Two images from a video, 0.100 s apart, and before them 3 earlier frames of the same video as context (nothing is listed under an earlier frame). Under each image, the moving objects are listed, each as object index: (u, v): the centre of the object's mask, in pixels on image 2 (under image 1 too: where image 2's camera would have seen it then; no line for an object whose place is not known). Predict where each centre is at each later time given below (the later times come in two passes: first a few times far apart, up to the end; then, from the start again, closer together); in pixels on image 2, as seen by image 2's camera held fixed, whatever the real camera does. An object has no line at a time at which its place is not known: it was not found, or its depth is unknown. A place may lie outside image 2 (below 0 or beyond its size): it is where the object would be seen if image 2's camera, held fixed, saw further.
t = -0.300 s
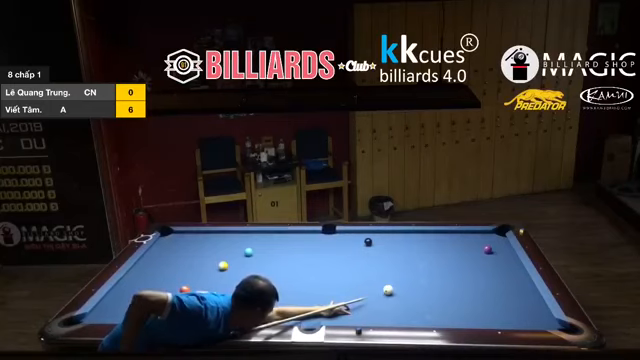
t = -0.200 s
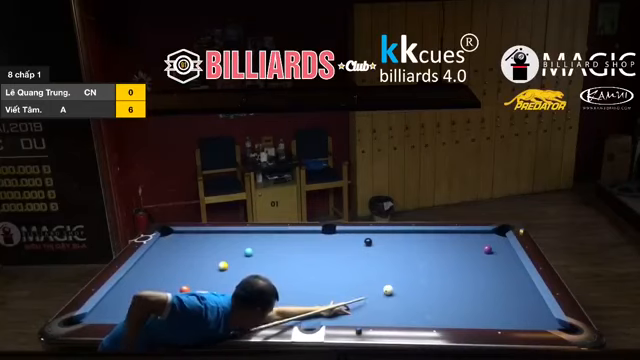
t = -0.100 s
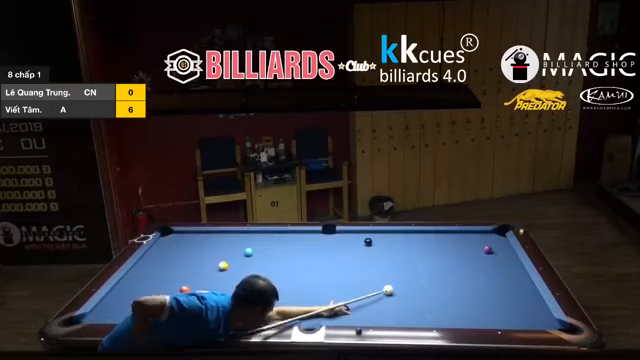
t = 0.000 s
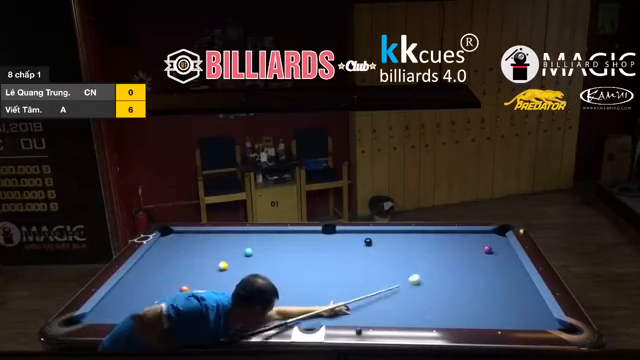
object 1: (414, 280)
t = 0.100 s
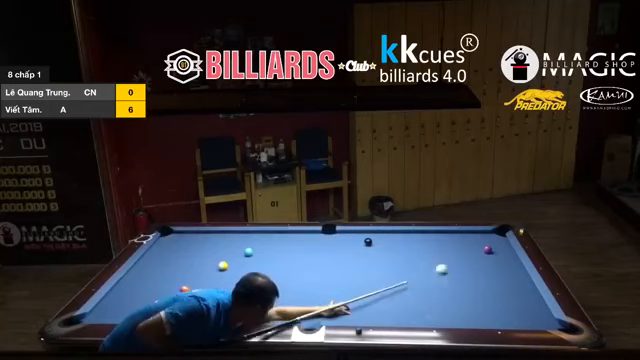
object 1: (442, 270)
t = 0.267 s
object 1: (477, 255)
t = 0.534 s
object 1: (512, 254)
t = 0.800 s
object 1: (494, 256)
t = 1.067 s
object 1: (478, 257)
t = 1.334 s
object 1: (463, 259)
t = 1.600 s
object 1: (449, 260)
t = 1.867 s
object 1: (436, 261)
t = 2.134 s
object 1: (424, 262)
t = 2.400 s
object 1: (412, 263)
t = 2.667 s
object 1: (402, 264)
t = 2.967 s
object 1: (391, 265)
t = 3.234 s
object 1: (382, 266)
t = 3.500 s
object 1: (374, 267)
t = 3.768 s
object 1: (368, 268)
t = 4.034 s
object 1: (362, 269)
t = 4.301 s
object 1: (358, 269)
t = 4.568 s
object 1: (353, 270)
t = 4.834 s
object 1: (351, 270)
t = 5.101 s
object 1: (348, 271)
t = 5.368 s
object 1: (347, 271)
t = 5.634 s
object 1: (346, 271)
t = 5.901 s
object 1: (346, 271)
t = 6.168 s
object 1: (346, 271)
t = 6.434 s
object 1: (346, 271)
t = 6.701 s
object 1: (346, 271)
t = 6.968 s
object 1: (346, 271)
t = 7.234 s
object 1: (346, 271)
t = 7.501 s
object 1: (346, 271)
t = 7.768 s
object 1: (346, 271)
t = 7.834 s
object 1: (346, 271)
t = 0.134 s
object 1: (449, 267)
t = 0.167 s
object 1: (457, 264)
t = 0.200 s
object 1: (464, 261)
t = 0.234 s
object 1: (471, 258)
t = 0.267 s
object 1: (477, 255)
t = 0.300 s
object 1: (483, 253)
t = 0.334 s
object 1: (488, 253)
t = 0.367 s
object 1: (492, 254)
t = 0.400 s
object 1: (496, 254)
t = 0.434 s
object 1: (500, 254)
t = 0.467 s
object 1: (504, 254)
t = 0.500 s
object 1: (509, 254)
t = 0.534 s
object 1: (512, 254)
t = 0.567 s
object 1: (509, 255)
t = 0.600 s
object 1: (506, 255)
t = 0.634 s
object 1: (504, 255)
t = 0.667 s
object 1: (502, 255)
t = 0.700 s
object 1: (500, 256)
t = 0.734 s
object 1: (498, 256)
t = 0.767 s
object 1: (495, 256)
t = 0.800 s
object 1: (494, 256)
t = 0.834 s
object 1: (492, 256)
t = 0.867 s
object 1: (489, 256)
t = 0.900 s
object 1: (487, 256)
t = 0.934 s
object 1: (486, 256)
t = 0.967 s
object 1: (484, 257)
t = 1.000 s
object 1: (482, 257)
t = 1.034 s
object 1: (480, 257)
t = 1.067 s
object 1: (478, 257)
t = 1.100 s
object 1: (476, 257)
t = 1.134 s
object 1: (474, 258)
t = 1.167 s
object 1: (472, 258)
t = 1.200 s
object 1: (470, 258)
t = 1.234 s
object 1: (469, 258)
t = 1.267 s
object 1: (467, 258)
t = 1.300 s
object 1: (465, 259)
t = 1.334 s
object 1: (463, 259)
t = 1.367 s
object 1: (461, 259)
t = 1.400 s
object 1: (459, 259)
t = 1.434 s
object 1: (458, 259)
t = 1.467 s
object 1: (456, 259)
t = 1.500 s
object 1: (454, 260)
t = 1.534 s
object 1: (453, 260)
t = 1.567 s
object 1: (451, 260)
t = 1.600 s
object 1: (449, 260)
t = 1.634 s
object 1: (448, 260)
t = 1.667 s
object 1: (446, 260)
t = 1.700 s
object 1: (444, 260)
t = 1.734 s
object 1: (443, 261)
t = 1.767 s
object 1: (441, 261)
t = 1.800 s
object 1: (440, 261)
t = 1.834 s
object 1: (436, 260)
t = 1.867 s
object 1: (436, 261)
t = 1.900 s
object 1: (434, 261)
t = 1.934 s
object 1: (433, 262)
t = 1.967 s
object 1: (431, 261)
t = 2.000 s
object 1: (430, 262)
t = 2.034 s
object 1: (428, 262)
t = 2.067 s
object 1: (427, 262)
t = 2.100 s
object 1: (425, 262)
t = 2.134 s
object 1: (424, 262)
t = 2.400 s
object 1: (412, 263)
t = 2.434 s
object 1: (411, 264)
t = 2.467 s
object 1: (410, 264)
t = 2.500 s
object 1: (409, 264)
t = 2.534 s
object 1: (407, 264)
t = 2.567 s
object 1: (406, 265)
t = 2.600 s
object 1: (405, 265)
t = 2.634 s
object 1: (403, 265)
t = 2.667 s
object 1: (402, 264)
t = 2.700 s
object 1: (401, 265)
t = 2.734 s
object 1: (400, 265)
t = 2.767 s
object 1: (398, 265)
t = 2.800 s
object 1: (397, 265)
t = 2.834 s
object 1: (396, 265)
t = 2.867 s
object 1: (394, 265)
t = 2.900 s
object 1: (393, 265)
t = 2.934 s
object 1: (392, 266)
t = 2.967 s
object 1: (391, 265)
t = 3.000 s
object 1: (390, 266)
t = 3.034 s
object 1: (389, 266)
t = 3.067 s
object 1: (388, 266)
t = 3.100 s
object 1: (387, 266)
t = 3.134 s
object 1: (386, 266)
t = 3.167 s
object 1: (384, 266)
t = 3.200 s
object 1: (383, 266)
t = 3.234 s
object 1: (382, 266)
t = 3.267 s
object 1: (382, 267)
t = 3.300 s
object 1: (381, 267)
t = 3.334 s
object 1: (380, 267)
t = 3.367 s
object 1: (379, 267)
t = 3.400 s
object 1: (377, 267)
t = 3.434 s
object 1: (377, 267)
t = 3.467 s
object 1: (376, 267)
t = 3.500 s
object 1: (374, 267)
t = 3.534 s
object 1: (374, 268)
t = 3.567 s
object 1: (373, 268)
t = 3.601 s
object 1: (372, 267)
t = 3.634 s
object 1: (371, 268)
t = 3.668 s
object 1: (370, 268)
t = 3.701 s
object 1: (370, 268)
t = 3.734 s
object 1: (369, 268)
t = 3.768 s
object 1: (368, 268)
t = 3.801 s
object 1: (367, 268)
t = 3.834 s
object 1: (367, 268)
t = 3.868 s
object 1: (365, 268)
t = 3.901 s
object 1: (365, 269)
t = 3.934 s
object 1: (364, 269)
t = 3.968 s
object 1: (363, 269)
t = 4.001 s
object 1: (363, 269)
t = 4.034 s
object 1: (362, 269)
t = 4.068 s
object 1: (361, 269)
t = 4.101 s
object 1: (361, 269)
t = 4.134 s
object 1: (361, 269)
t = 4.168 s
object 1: (360, 269)
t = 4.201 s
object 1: (359, 269)
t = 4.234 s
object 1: (359, 269)
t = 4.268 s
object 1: (358, 269)
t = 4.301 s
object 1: (358, 269)
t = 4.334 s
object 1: (357, 270)
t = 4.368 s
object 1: (356, 270)
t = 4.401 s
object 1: (356, 269)
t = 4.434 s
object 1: (355, 270)
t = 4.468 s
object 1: (355, 270)
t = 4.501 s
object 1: (355, 270)
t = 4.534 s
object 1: (354, 270)
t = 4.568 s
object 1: (353, 270)
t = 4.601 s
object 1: (353, 270)
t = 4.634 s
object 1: (353, 270)
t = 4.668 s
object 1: (352, 270)
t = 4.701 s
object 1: (352, 270)
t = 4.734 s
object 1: (352, 270)
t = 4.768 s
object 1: (351, 270)
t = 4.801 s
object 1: (351, 270)
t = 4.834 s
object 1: (351, 270)
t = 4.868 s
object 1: (350, 270)
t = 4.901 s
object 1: (350, 270)
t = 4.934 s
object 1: (349, 270)
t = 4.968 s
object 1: (349, 270)
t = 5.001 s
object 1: (349, 270)
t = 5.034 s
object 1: (349, 270)
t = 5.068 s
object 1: (348, 271)
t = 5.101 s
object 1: (348, 271)
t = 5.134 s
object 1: (348, 271)
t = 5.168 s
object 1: (348, 271)
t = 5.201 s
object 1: (348, 271)
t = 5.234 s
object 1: (347, 271)
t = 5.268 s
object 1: (347, 271)
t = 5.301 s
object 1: (347, 271)
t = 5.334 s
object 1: (347, 271)
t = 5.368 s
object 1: (347, 271)
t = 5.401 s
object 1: (347, 271)
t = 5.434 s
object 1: (347, 271)
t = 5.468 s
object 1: (346, 271)
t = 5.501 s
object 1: (346, 271)
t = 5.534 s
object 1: (346, 271)
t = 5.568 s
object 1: (346, 271)
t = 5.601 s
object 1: (346, 271)
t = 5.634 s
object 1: (346, 271)
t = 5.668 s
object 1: (346, 271)
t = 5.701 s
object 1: (346, 271)
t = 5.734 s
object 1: (346, 271)
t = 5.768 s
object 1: (346, 271)
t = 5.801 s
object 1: (346, 271)
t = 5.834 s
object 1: (346, 271)
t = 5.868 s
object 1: (346, 271)
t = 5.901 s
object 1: (346, 271)
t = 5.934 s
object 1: (346, 271)
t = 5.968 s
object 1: (346, 271)
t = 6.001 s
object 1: (346, 271)
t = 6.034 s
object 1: (346, 271)
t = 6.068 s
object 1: (346, 271)
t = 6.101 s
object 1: (346, 271)
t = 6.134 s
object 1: (346, 271)
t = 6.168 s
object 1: (346, 271)
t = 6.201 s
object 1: (346, 271)
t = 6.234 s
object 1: (346, 271)
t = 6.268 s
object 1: (346, 271)
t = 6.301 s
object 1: (346, 271)
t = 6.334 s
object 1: (346, 271)
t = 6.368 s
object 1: (346, 271)
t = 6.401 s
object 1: (346, 271)
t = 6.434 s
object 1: (346, 271)
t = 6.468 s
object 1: (346, 271)
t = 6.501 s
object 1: (346, 271)
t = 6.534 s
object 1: (346, 271)
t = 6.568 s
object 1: (346, 271)
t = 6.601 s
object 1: (346, 271)
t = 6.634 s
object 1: (346, 271)
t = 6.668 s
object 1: (346, 271)
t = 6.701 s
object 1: (346, 271)
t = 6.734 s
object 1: (346, 271)
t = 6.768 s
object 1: (346, 271)
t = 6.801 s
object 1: (346, 271)
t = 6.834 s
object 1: (346, 271)
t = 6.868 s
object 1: (346, 271)
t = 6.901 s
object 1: (346, 271)
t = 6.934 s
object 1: (346, 271)
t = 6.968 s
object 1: (346, 271)
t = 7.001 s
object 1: (346, 271)
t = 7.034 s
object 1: (346, 271)
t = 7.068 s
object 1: (346, 271)
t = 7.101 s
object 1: (346, 271)
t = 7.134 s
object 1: (346, 271)
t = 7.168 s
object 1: (346, 271)
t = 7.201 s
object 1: (346, 271)
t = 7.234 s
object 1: (346, 271)
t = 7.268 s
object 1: (346, 271)
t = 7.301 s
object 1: (346, 271)
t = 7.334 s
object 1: (346, 271)
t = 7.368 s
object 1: (346, 271)
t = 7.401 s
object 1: (346, 271)
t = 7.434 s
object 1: (346, 271)
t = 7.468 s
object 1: (346, 271)
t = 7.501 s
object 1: (346, 271)
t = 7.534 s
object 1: (346, 271)
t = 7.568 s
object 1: (346, 271)
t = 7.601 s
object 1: (346, 271)
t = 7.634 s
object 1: (346, 271)
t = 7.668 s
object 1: (346, 271)
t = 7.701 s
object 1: (346, 271)
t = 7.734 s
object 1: (346, 271)
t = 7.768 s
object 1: (346, 271)
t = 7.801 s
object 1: (346, 271)
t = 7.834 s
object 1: (346, 271)
